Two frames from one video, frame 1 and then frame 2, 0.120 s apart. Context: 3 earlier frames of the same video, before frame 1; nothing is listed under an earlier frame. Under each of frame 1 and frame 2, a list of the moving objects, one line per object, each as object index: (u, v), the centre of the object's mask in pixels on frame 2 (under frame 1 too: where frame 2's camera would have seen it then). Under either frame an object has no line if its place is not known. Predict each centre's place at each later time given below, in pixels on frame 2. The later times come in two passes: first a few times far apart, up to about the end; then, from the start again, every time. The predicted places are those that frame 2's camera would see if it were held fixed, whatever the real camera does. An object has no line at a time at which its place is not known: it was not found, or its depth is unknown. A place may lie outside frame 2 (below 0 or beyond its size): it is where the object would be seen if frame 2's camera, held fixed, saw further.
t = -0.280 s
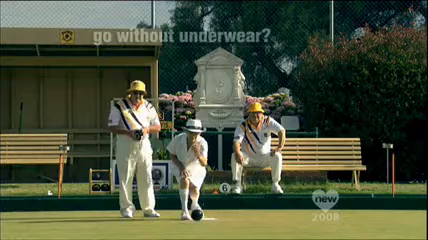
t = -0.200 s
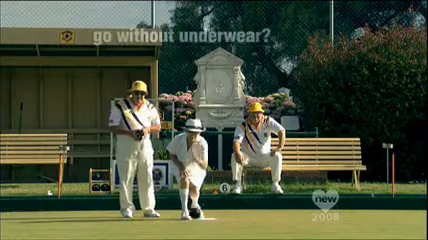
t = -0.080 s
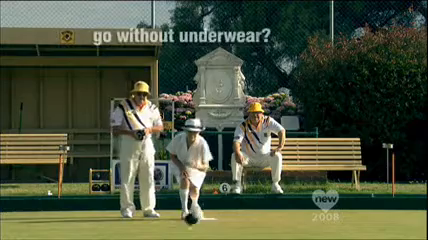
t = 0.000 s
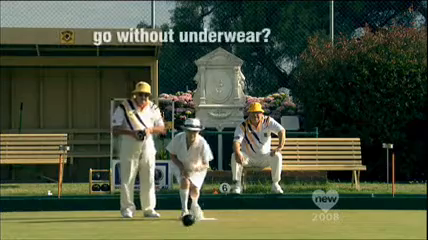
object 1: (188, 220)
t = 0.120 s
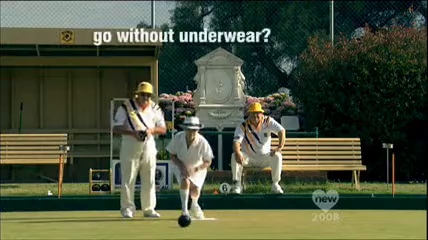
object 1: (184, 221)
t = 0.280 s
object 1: (180, 222)
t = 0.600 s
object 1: (170, 225)
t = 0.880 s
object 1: (159, 228)
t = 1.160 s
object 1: (150, 231)
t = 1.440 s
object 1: (141, 233)
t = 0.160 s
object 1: (183, 221)
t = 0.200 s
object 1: (182, 221)
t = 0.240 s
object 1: (181, 221)
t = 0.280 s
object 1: (180, 222)
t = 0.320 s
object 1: (178, 222)
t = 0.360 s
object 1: (177, 222)
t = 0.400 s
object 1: (176, 223)
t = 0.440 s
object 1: (175, 223)
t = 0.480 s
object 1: (174, 223)
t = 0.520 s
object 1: (173, 223)
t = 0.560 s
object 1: (172, 224)
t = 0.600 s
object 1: (170, 225)
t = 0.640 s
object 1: (169, 224)
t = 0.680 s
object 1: (168, 225)
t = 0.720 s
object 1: (165, 226)
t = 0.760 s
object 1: (163, 226)
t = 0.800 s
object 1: (162, 227)
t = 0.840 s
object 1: (161, 227)
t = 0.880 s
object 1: (159, 228)
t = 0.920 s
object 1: (158, 228)
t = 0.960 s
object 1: (156, 229)
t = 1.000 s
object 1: (155, 229)
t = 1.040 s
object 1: (154, 230)
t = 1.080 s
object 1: (153, 230)
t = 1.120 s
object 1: (152, 230)
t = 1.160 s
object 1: (150, 231)
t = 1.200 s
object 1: (149, 231)
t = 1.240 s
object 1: (148, 231)
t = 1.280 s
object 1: (146, 232)
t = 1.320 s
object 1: (145, 232)
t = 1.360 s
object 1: (144, 232)
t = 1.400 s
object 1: (142, 233)
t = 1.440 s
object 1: (141, 233)
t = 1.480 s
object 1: (140, 233)
